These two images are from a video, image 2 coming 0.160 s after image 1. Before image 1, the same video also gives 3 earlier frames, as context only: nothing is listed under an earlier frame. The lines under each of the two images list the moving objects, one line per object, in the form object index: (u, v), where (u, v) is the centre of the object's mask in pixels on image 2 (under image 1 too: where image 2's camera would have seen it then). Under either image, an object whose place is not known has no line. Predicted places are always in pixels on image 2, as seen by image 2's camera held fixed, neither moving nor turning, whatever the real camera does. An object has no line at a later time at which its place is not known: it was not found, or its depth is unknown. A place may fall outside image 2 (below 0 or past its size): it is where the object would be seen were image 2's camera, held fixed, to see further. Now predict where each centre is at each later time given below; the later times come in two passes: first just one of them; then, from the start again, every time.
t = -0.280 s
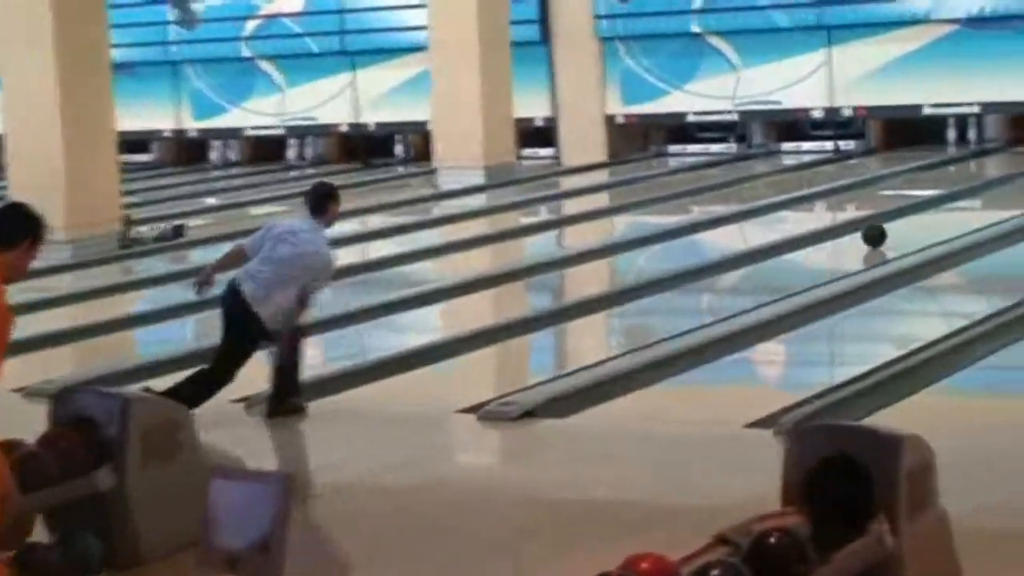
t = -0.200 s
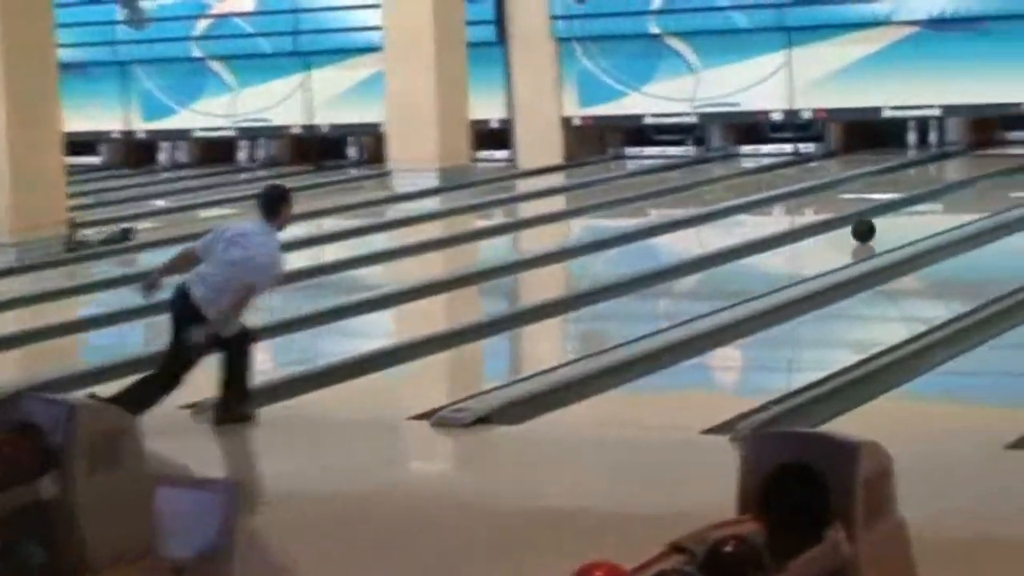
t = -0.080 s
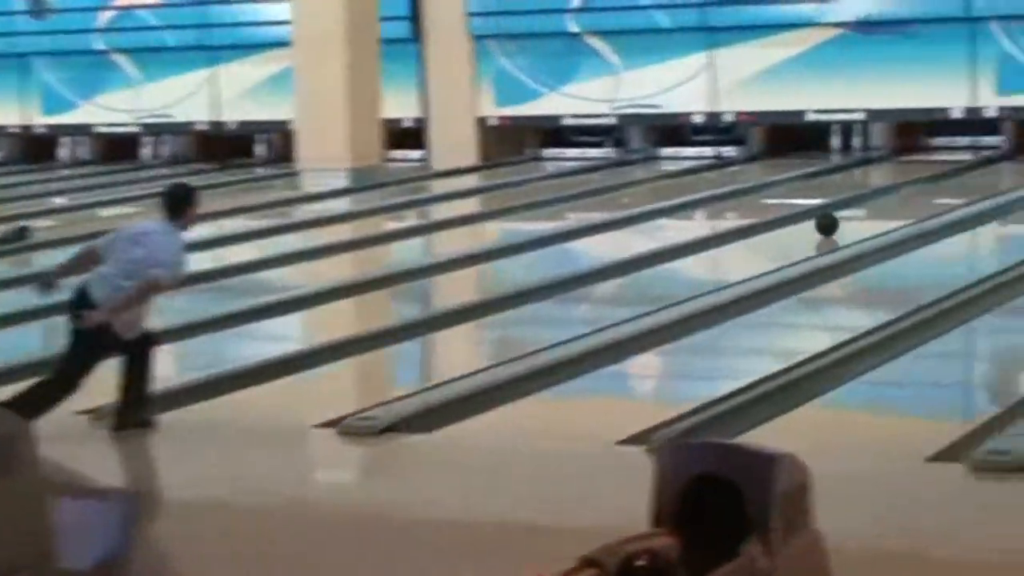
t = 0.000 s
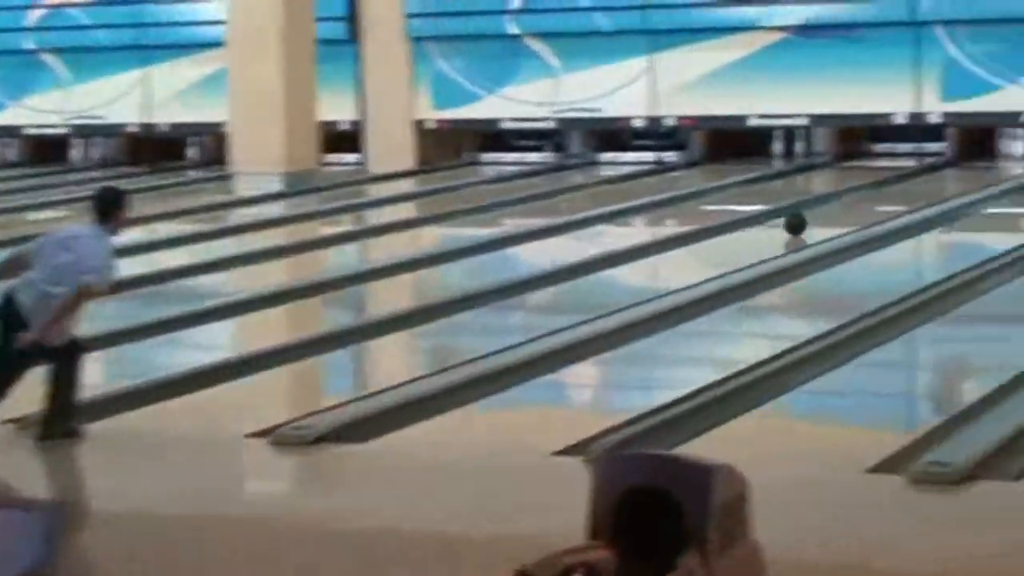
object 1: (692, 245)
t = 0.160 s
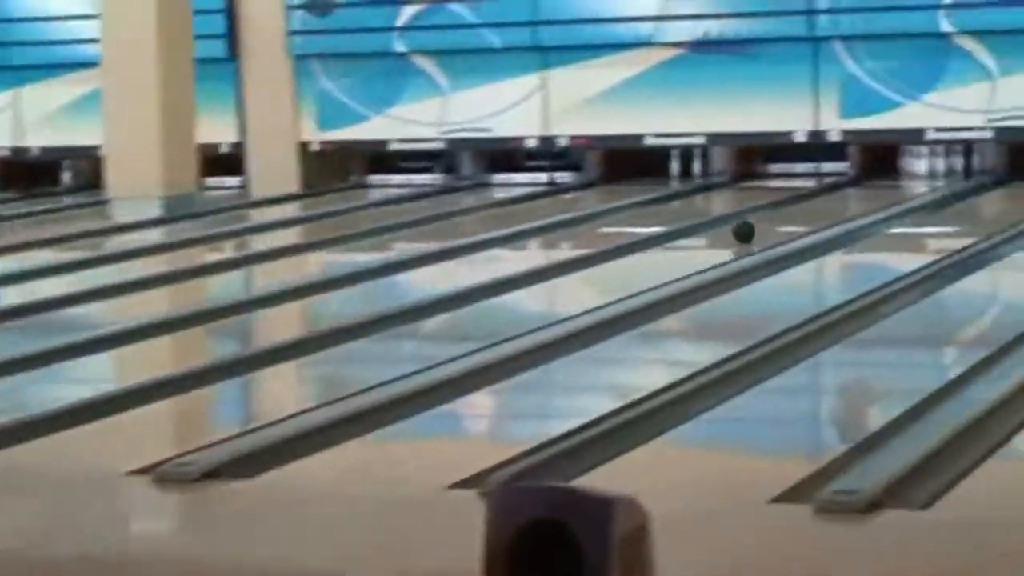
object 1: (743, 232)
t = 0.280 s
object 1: (779, 222)
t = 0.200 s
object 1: (755, 227)
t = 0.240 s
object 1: (766, 223)
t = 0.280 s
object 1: (779, 222)
